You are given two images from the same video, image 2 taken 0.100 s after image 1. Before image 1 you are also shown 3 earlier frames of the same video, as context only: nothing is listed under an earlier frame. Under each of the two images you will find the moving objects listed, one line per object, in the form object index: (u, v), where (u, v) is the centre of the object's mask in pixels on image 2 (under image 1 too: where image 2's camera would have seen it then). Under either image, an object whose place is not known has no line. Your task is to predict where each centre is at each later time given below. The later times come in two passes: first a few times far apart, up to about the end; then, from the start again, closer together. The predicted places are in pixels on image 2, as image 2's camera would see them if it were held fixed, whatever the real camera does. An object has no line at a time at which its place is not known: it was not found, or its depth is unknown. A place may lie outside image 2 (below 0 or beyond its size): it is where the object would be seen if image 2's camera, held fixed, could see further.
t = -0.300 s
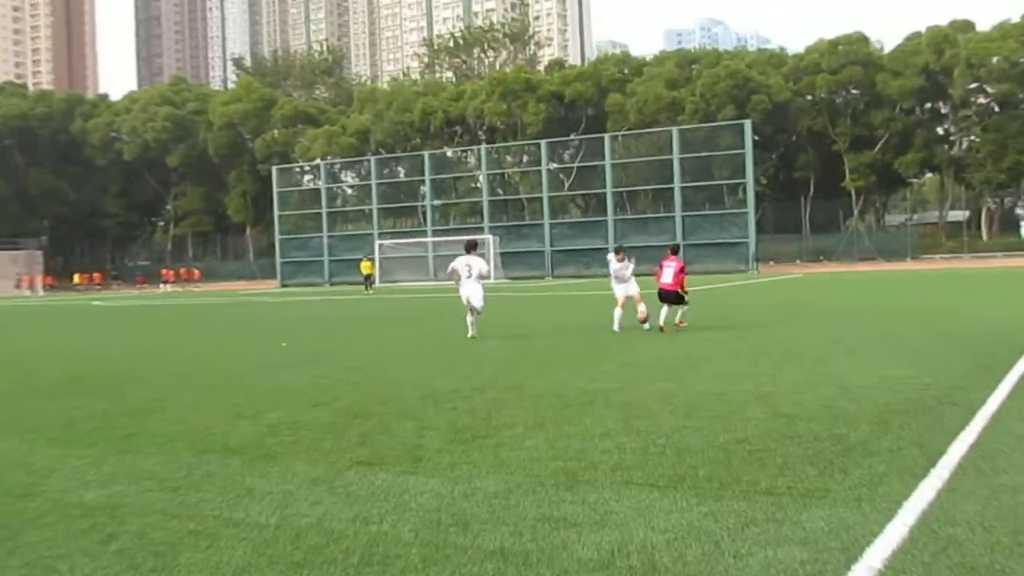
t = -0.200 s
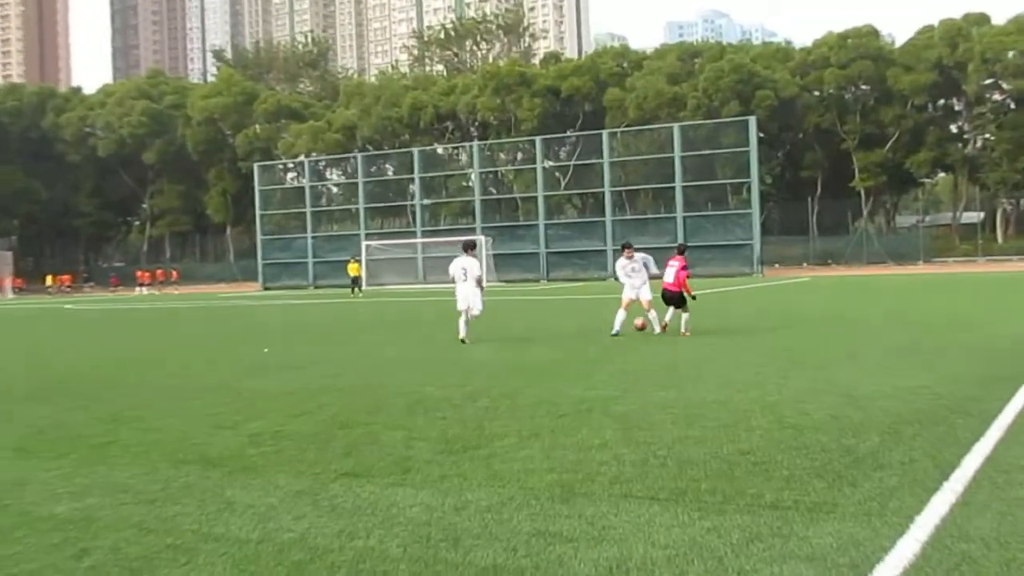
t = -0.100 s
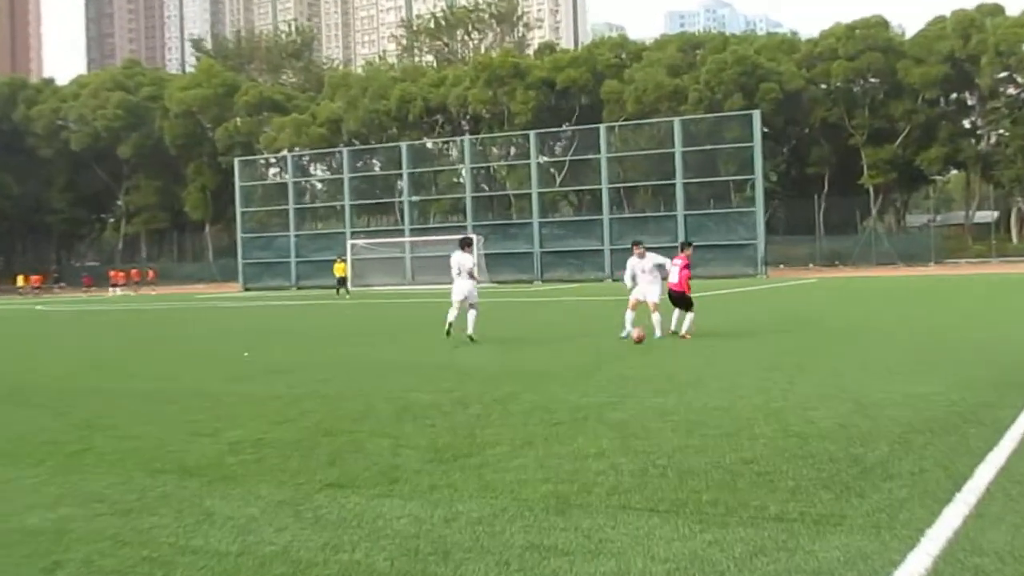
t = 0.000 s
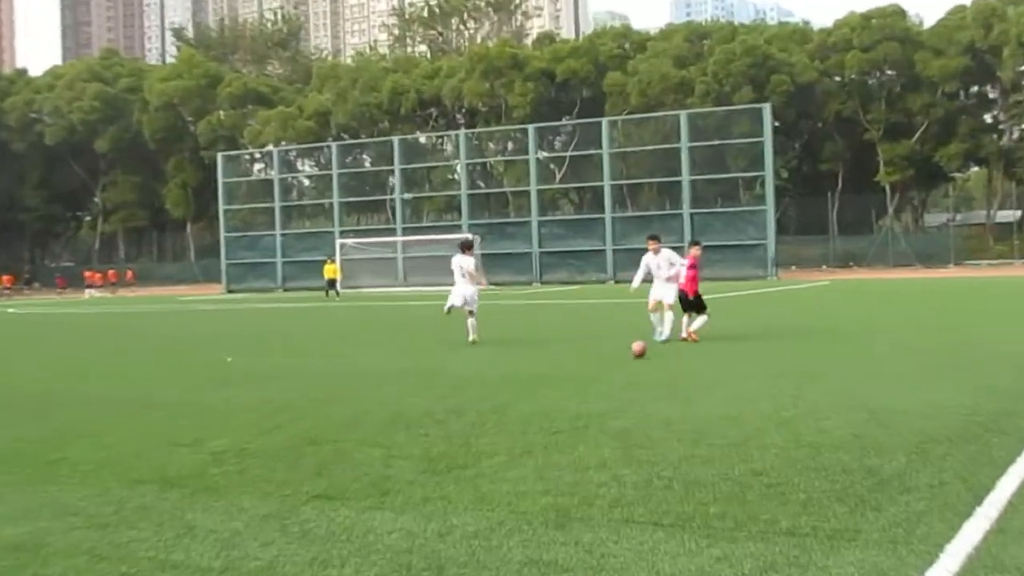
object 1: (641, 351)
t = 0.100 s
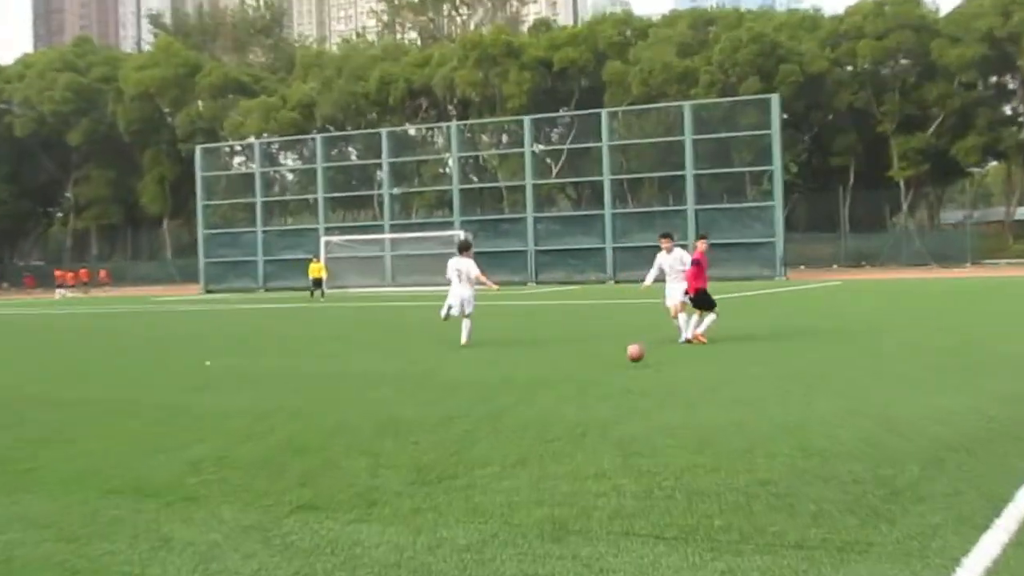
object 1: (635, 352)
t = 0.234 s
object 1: (627, 363)
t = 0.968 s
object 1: (579, 407)
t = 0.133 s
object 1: (633, 353)
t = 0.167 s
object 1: (631, 357)
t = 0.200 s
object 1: (629, 361)
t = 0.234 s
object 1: (627, 363)
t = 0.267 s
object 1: (625, 361)
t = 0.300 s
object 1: (623, 362)
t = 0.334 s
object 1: (621, 365)
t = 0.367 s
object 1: (619, 370)
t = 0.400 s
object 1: (618, 371)
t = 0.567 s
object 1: (608, 379)
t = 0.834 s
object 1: (590, 398)
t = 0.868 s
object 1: (587, 400)
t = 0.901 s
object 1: (584, 402)
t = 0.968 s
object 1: (579, 407)
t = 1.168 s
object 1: (561, 420)
